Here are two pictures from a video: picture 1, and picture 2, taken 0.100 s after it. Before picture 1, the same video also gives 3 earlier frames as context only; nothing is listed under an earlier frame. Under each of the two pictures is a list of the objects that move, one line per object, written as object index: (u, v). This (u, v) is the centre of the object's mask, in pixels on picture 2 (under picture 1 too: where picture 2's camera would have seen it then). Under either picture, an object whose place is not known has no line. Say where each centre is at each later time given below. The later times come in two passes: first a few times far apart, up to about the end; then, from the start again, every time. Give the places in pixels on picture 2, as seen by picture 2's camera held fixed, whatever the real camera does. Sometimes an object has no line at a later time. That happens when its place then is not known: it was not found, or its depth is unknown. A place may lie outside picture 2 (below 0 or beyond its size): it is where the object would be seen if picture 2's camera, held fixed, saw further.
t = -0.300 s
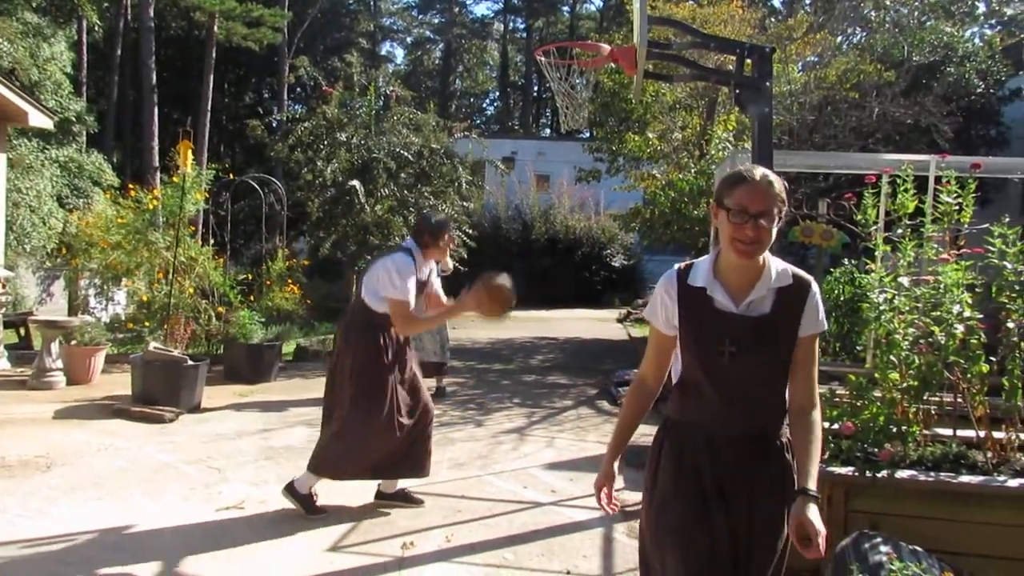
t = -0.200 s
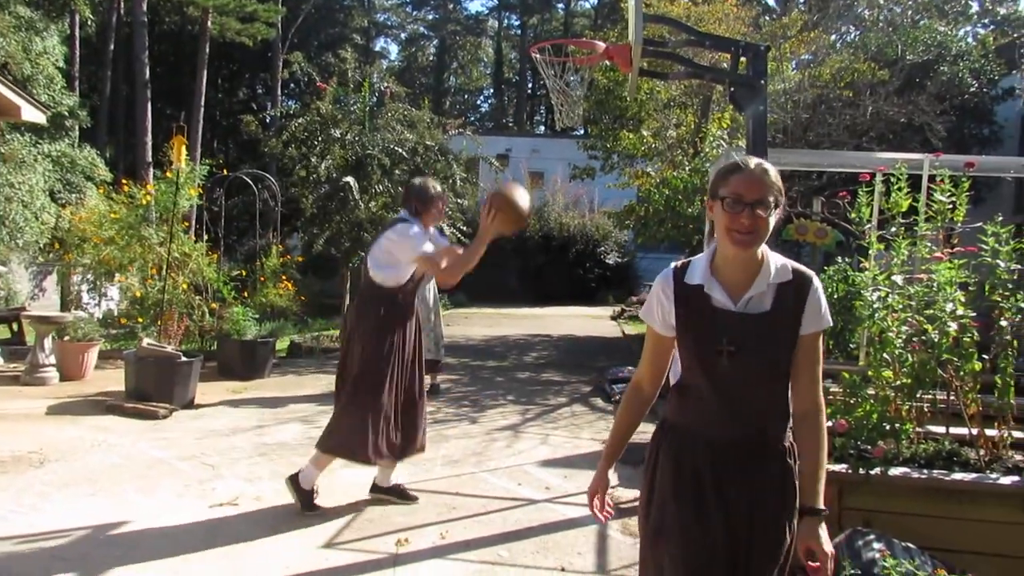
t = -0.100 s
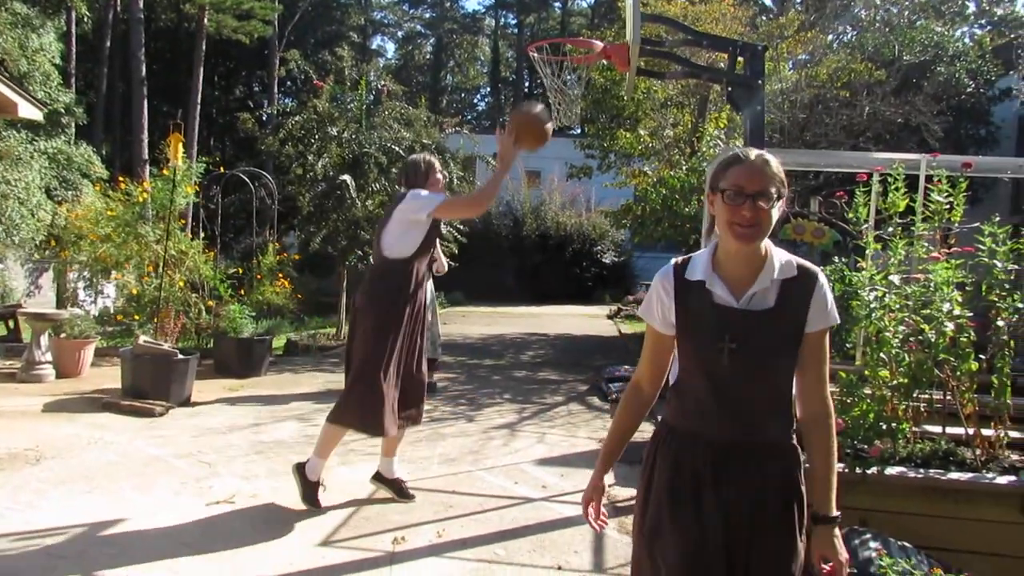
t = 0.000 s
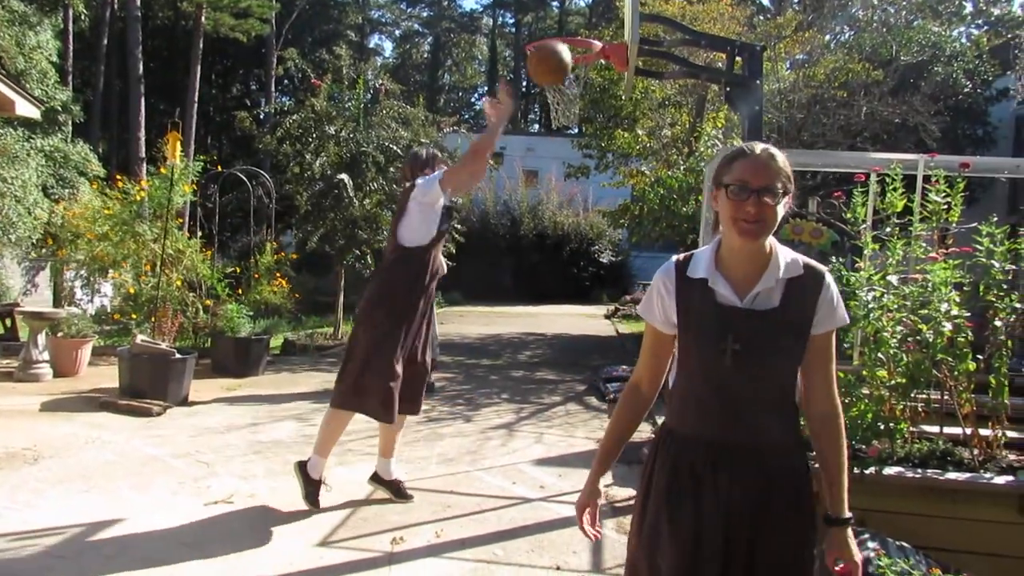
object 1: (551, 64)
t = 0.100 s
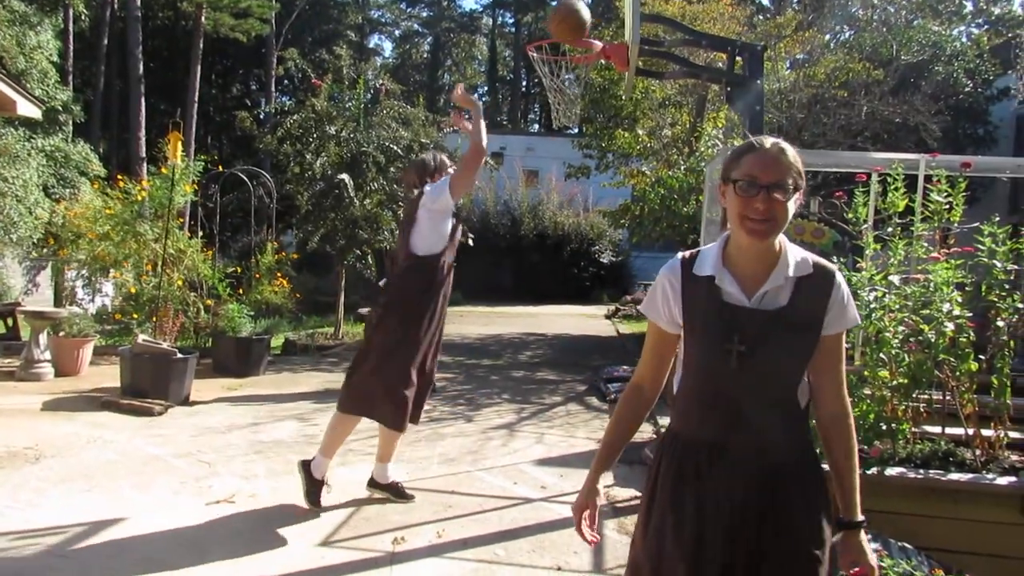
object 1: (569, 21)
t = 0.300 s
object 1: (600, 6)
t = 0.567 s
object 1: (608, 12)
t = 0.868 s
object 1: (598, 68)
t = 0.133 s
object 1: (574, 17)
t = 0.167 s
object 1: (580, 12)
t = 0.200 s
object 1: (585, 9)
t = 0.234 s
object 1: (590, 7)
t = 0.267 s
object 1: (595, 6)
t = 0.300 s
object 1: (600, 6)
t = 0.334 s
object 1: (604, 8)
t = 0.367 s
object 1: (607, 7)
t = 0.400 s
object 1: (609, 11)
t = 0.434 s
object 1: (605, 15)
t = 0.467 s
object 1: (604, 20)
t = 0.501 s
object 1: (604, 20)
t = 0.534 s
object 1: (605, 16)
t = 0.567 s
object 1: (608, 12)
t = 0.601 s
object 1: (609, 12)
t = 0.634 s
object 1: (609, 12)
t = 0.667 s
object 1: (608, 16)
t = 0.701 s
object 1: (607, 19)
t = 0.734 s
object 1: (605, 26)
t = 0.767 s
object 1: (604, 34)
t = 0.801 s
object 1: (601, 44)
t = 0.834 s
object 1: (600, 56)
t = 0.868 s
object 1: (598, 68)
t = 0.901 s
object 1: (595, 87)
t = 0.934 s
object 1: (593, 104)
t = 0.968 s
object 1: (592, 124)
